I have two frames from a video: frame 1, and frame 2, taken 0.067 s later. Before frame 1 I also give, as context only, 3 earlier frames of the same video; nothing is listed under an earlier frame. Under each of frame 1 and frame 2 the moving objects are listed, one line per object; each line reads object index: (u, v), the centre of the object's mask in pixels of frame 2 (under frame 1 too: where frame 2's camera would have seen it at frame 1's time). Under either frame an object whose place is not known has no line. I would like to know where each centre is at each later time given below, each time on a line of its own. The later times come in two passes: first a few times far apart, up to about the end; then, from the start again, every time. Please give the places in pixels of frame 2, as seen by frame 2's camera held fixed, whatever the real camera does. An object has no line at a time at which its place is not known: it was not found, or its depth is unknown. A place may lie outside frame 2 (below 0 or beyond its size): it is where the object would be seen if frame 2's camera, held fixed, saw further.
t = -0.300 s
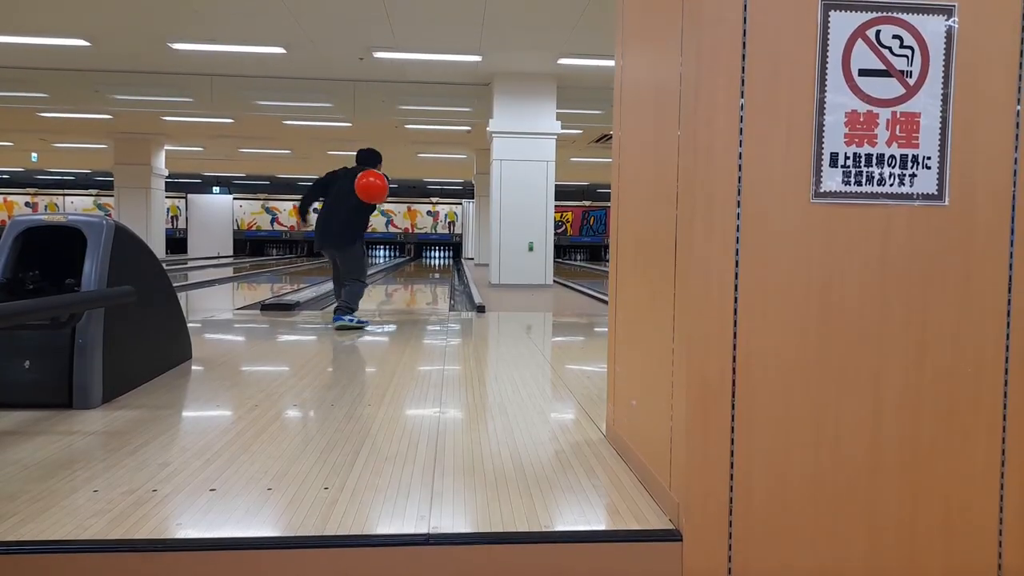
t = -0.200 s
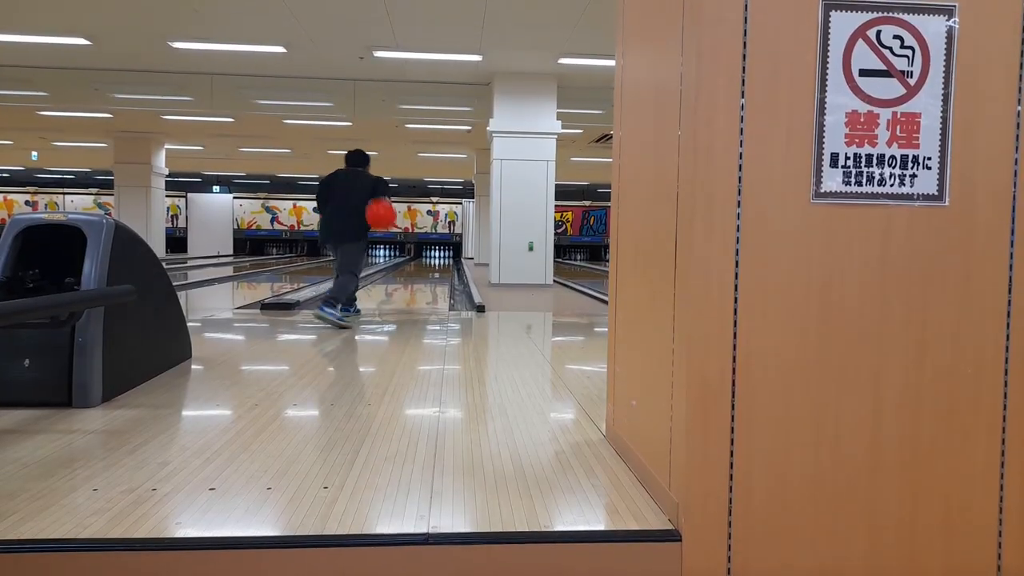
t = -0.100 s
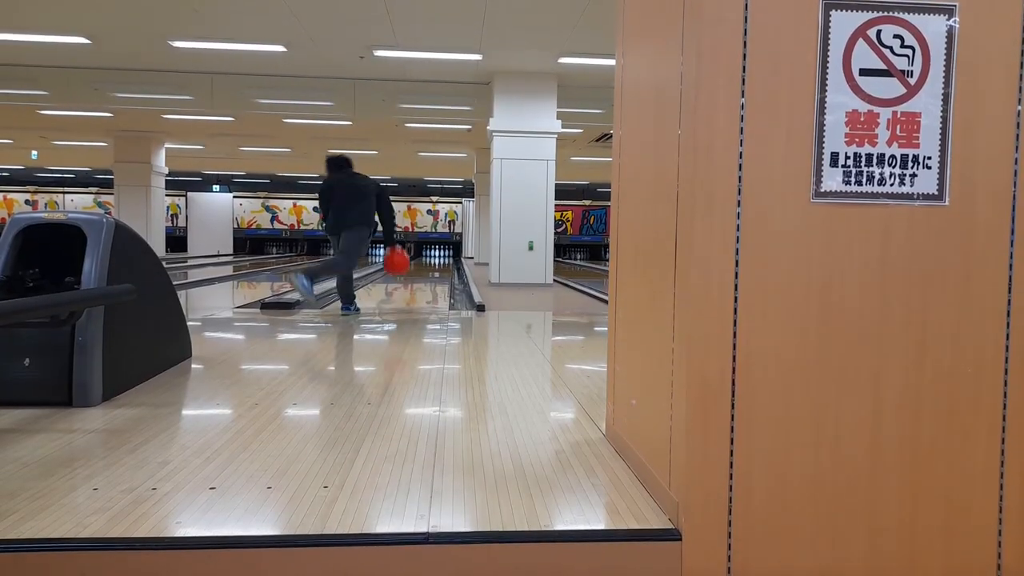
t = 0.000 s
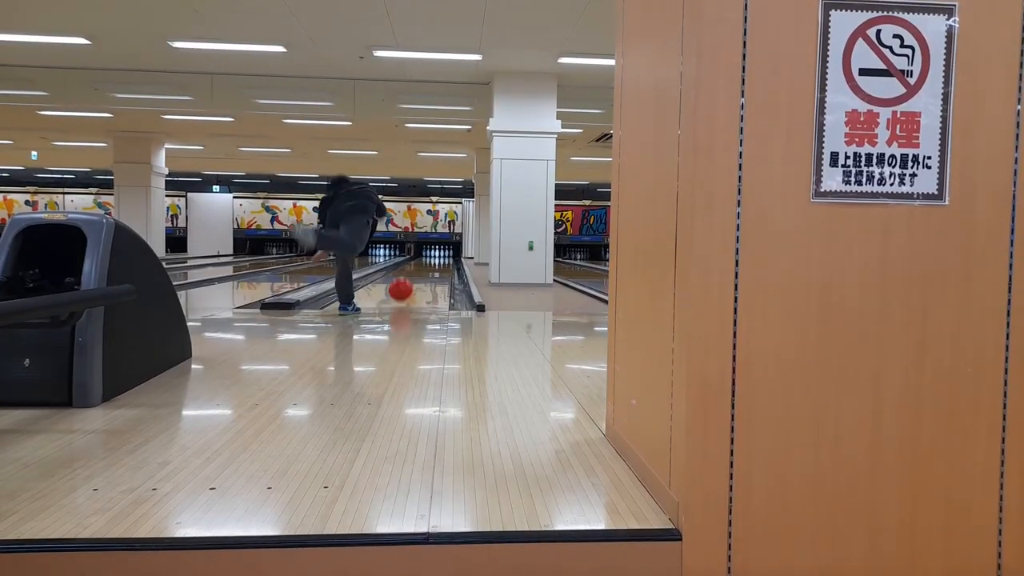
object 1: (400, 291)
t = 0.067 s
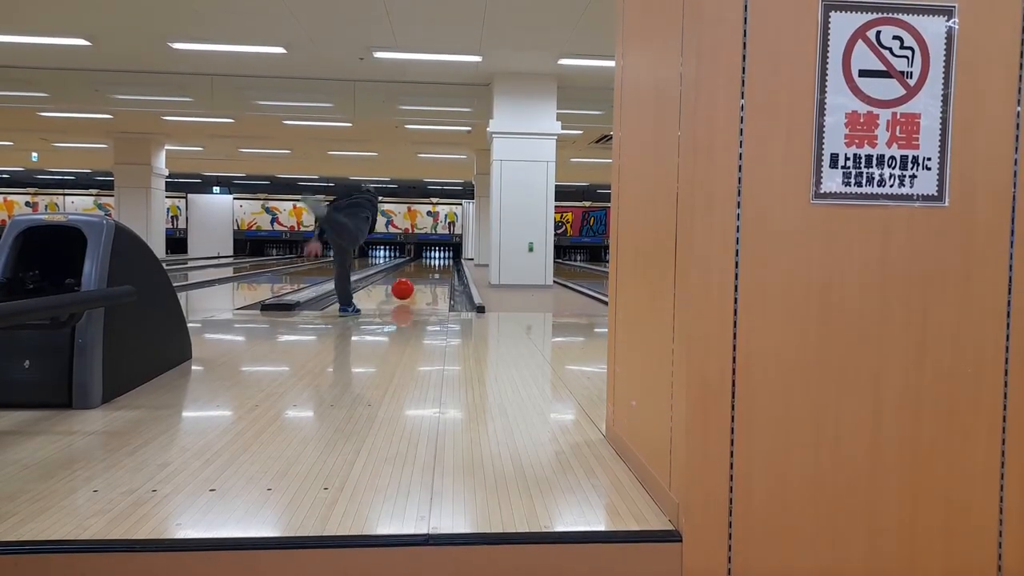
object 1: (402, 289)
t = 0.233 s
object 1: (407, 283)
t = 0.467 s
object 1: (411, 275)
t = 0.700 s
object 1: (414, 270)
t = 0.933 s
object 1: (415, 266)
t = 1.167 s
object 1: (417, 263)
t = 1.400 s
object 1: (418, 261)
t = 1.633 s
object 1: (419, 259)
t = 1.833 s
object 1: (419, 258)
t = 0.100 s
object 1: (403, 288)
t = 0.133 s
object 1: (404, 287)
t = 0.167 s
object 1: (405, 286)
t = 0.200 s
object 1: (406, 284)
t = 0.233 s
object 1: (407, 283)
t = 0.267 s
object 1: (407, 282)
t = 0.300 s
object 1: (408, 280)
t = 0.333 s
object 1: (408, 279)
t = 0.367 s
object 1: (409, 278)
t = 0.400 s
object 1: (410, 277)
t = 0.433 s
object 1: (410, 276)
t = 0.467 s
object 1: (411, 275)
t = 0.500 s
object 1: (411, 274)
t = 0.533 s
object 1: (411, 274)
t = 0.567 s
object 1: (411, 273)
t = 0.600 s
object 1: (412, 272)
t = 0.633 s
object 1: (413, 271)
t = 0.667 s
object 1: (413, 271)
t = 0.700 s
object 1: (414, 270)
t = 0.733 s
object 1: (414, 270)
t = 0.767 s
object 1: (414, 269)
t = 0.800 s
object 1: (414, 268)
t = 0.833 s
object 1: (415, 268)
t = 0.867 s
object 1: (415, 267)
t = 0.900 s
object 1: (415, 267)
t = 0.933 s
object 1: (415, 266)
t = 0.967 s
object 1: (416, 266)
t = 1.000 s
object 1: (416, 265)
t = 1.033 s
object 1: (416, 265)
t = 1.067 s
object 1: (417, 265)
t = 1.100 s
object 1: (417, 264)
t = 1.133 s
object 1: (417, 264)
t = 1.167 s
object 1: (417, 263)
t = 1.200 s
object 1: (417, 263)
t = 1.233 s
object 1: (417, 263)
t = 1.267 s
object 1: (418, 262)
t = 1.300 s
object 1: (418, 262)
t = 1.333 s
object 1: (418, 261)
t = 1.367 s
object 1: (418, 261)
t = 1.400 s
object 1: (418, 261)
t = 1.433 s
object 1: (418, 261)
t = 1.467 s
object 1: (418, 261)
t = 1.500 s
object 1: (418, 260)
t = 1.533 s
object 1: (419, 260)
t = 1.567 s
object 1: (419, 260)
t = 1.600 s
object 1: (419, 259)
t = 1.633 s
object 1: (419, 259)
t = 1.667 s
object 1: (419, 259)
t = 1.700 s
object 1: (419, 259)
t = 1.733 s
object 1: (419, 258)
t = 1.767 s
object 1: (419, 258)
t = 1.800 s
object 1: (419, 258)
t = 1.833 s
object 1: (419, 258)
